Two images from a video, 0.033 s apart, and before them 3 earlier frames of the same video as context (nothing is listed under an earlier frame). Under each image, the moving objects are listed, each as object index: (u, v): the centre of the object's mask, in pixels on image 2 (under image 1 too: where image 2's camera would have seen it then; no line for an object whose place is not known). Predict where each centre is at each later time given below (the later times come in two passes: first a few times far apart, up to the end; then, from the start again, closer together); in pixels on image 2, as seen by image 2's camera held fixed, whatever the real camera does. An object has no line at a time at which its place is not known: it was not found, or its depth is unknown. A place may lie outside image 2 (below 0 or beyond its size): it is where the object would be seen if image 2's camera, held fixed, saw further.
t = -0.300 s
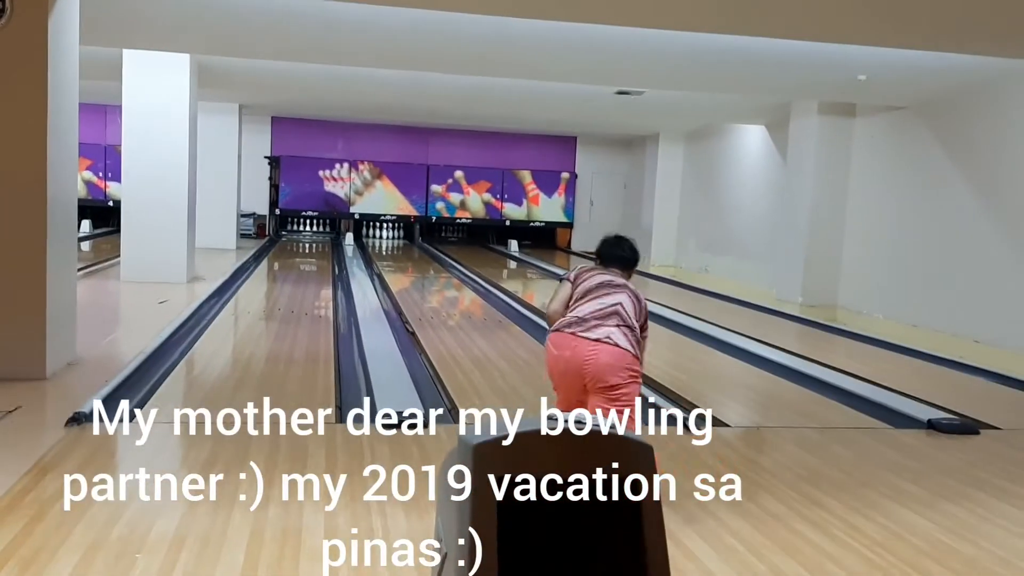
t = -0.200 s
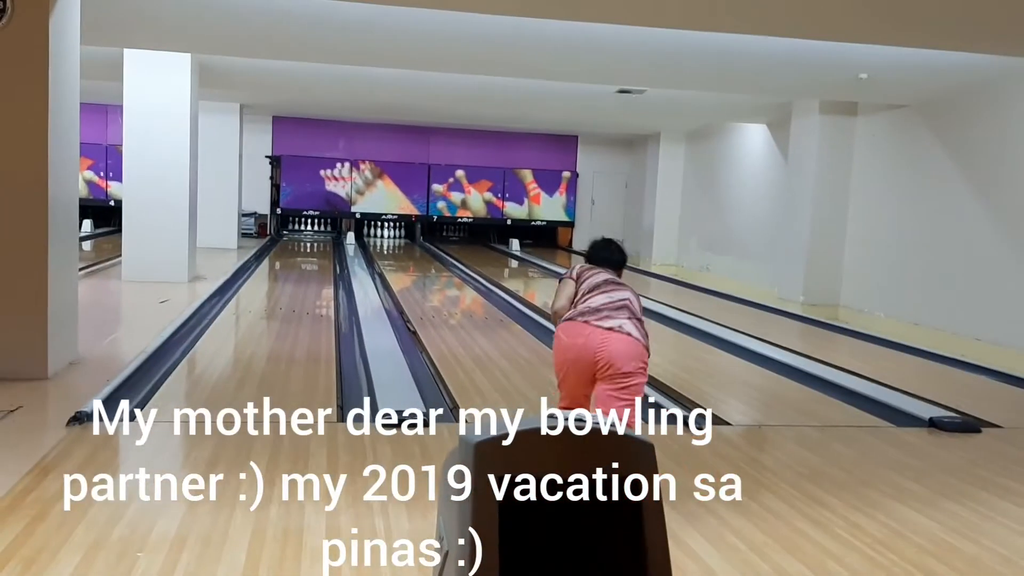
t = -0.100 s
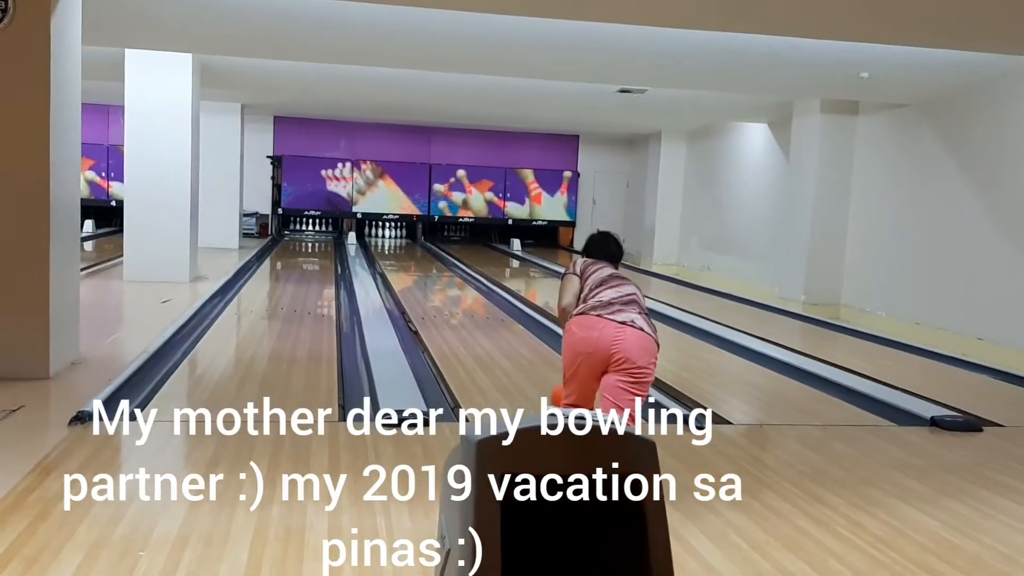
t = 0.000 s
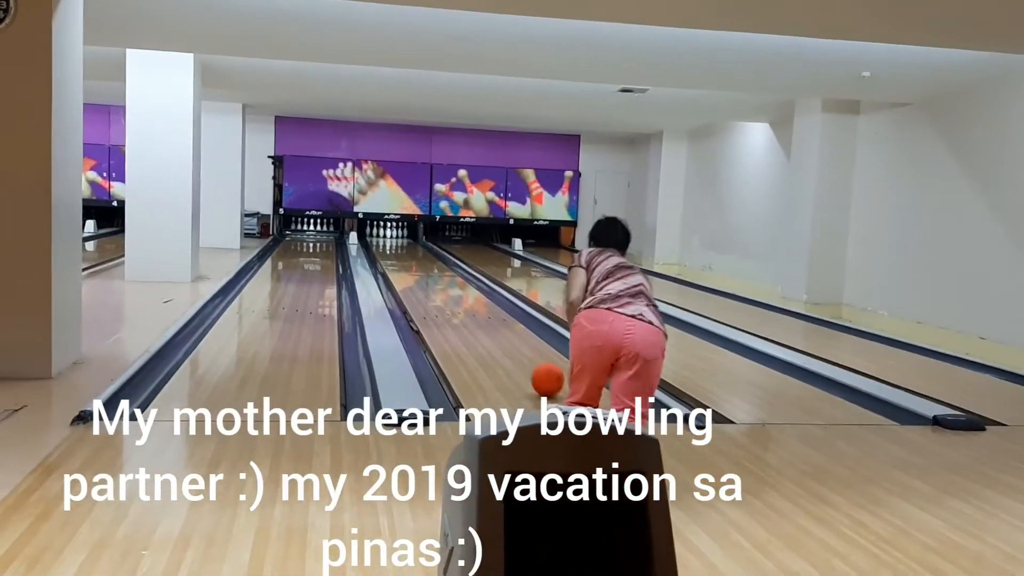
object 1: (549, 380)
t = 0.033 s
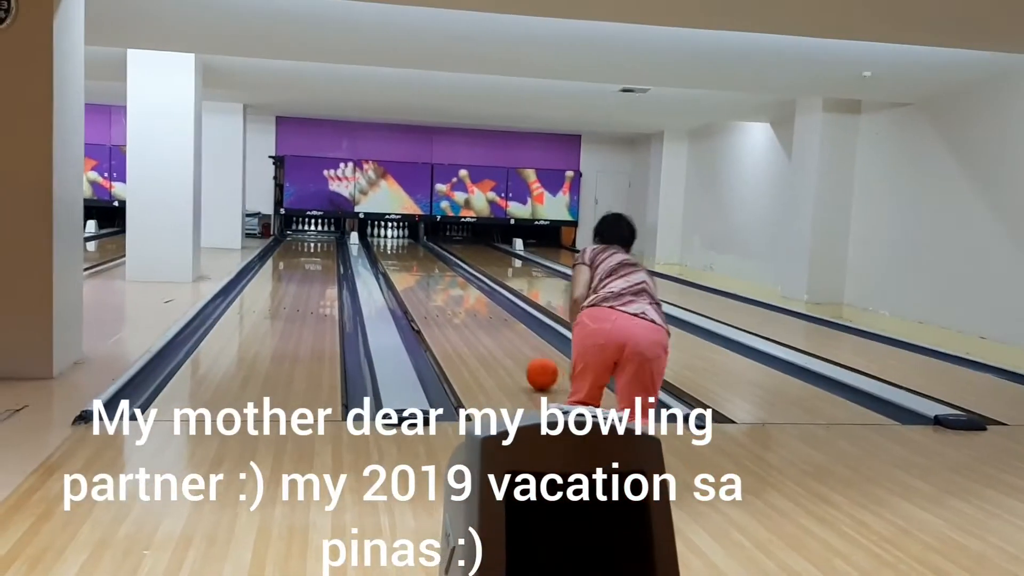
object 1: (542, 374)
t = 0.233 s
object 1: (509, 345)
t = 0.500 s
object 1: (480, 320)
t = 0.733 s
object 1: (461, 305)
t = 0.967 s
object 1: (447, 293)
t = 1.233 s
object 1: (434, 283)
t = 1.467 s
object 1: (425, 275)
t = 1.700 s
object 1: (417, 269)
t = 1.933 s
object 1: (410, 264)
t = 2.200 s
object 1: (403, 259)
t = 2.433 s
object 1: (399, 255)
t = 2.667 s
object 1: (395, 251)
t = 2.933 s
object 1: (390, 248)
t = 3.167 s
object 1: (386, 244)
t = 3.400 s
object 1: (383, 242)
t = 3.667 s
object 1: (379, 239)
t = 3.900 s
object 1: (376, 237)
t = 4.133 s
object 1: (374, 235)
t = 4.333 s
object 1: (372, 233)
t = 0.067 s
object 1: (536, 369)
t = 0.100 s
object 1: (530, 363)
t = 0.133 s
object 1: (524, 358)
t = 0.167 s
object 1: (519, 354)
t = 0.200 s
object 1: (514, 350)
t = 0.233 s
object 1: (509, 345)
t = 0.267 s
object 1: (505, 341)
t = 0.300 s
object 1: (501, 338)
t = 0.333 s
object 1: (497, 335)
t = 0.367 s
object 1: (493, 332)
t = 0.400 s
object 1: (490, 328)
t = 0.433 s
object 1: (486, 326)
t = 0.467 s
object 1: (483, 324)
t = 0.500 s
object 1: (480, 320)
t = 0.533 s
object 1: (477, 318)
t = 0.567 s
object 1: (474, 315)
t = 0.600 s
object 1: (472, 314)
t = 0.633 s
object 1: (469, 311)
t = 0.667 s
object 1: (466, 310)
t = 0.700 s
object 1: (464, 307)
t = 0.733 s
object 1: (461, 305)
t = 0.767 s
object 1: (459, 303)
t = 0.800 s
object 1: (457, 301)
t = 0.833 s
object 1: (455, 299)
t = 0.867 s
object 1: (452, 298)
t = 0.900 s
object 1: (451, 296)
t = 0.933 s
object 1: (449, 295)
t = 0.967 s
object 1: (447, 293)
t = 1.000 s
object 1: (445, 292)
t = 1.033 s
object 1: (443, 291)
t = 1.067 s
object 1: (442, 289)
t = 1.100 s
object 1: (440, 288)
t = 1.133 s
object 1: (439, 286)
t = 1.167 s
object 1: (437, 285)
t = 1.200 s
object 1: (435, 284)
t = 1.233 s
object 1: (434, 283)
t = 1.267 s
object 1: (433, 282)
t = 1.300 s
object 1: (432, 280)
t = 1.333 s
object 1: (431, 280)
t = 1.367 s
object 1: (428, 278)
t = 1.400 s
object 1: (427, 277)
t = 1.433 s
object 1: (425, 276)
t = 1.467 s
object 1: (425, 275)
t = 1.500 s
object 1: (423, 274)
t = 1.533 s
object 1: (422, 273)
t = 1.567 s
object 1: (421, 272)
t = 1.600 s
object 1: (420, 271)
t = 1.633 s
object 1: (419, 271)
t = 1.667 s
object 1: (418, 270)
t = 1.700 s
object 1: (417, 269)
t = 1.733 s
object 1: (416, 269)
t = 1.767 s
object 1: (414, 268)
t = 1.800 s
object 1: (413, 267)
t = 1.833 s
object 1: (412, 266)
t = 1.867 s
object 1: (412, 266)
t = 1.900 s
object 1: (411, 265)
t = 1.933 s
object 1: (410, 264)
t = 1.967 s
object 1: (409, 263)
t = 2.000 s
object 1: (409, 263)
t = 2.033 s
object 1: (408, 262)
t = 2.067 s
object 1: (407, 261)
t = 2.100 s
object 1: (406, 260)
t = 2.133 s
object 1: (405, 260)
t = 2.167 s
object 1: (404, 259)
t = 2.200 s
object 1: (403, 259)
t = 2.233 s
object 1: (402, 258)
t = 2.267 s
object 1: (402, 257)
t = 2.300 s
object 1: (401, 257)
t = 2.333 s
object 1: (401, 256)
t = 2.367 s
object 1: (400, 256)
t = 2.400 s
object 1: (399, 255)
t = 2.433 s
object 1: (399, 255)
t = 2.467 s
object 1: (398, 254)
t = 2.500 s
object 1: (398, 254)
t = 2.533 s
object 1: (397, 253)
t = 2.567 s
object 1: (396, 252)
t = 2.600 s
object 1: (396, 252)
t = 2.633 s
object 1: (395, 252)
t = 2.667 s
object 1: (395, 251)
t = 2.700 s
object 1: (394, 251)
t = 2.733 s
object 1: (393, 250)
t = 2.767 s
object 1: (393, 250)
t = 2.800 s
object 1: (392, 249)
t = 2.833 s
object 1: (391, 249)
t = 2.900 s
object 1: (390, 248)
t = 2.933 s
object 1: (390, 248)
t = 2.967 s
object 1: (389, 247)
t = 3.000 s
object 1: (389, 247)
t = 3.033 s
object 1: (388, 246)
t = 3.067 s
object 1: (388, 246)
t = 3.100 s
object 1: (388, 246)
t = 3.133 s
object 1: (387, 245)
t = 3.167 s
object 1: (386, 244)
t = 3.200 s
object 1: (386, 244)
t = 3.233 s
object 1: (385, 244)
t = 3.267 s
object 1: (385, 243)
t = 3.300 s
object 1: (384, 243)
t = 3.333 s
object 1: (384, 243)
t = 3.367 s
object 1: (383, 242)
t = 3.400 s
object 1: (383, 242)
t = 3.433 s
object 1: (383, 242)
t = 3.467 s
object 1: (382, 241)
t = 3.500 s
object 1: (382, 241)
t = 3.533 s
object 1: (381, 240)
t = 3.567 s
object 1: (381, 240)
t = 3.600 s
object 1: (380, 240)
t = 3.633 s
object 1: (380, 240)
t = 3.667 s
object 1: (379, 239)
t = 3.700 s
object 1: (379, 239)
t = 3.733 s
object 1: (379, 238)
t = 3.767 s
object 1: (378, 238)
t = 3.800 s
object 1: (378, 238)
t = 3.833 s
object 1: (377, 237)
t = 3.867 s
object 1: (376, 237)
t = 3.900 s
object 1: (376, 237)
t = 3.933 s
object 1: (376, 237)
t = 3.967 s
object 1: (376, 237)
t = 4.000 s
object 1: (375, 236)
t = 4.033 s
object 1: (375, 236)
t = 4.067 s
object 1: (375, 235)
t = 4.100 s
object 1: (374, 235)
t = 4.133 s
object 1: (374, 235)
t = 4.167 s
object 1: (374, 234)
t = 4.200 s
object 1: (373, 234)
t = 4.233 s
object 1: (373, 233)
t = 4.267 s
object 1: (372, 233)
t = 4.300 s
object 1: (372, 233)
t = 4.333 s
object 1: (372, 233)
